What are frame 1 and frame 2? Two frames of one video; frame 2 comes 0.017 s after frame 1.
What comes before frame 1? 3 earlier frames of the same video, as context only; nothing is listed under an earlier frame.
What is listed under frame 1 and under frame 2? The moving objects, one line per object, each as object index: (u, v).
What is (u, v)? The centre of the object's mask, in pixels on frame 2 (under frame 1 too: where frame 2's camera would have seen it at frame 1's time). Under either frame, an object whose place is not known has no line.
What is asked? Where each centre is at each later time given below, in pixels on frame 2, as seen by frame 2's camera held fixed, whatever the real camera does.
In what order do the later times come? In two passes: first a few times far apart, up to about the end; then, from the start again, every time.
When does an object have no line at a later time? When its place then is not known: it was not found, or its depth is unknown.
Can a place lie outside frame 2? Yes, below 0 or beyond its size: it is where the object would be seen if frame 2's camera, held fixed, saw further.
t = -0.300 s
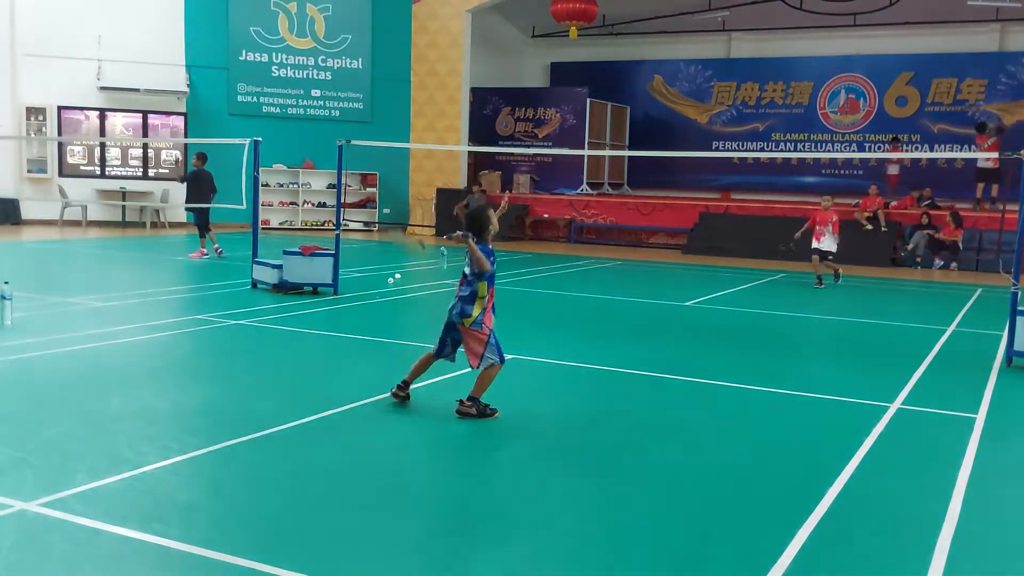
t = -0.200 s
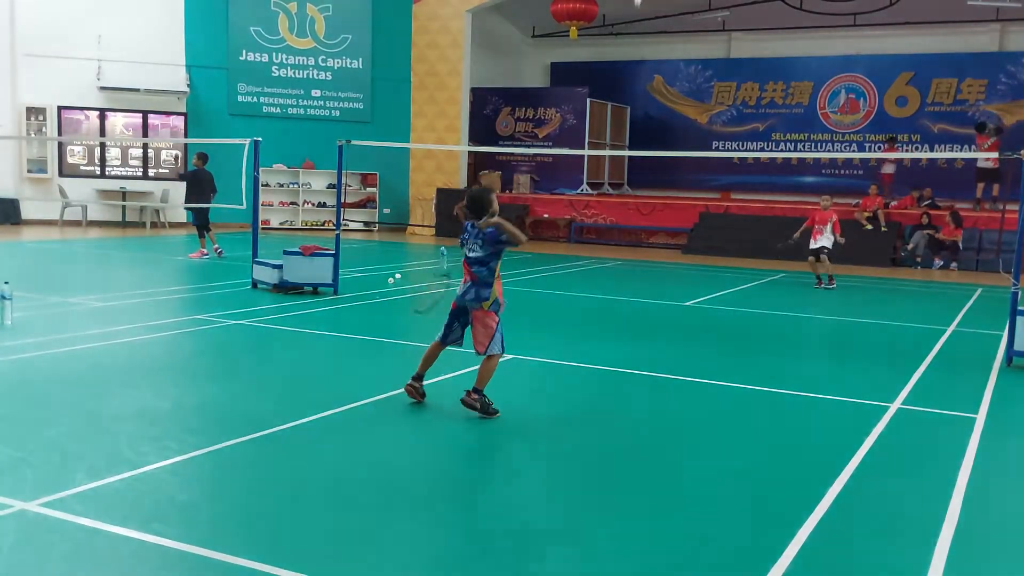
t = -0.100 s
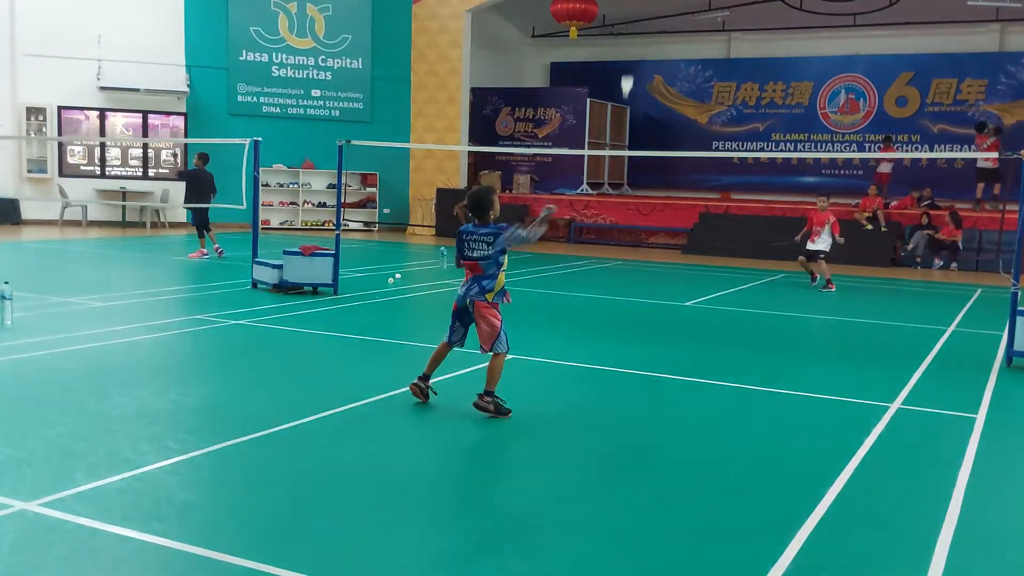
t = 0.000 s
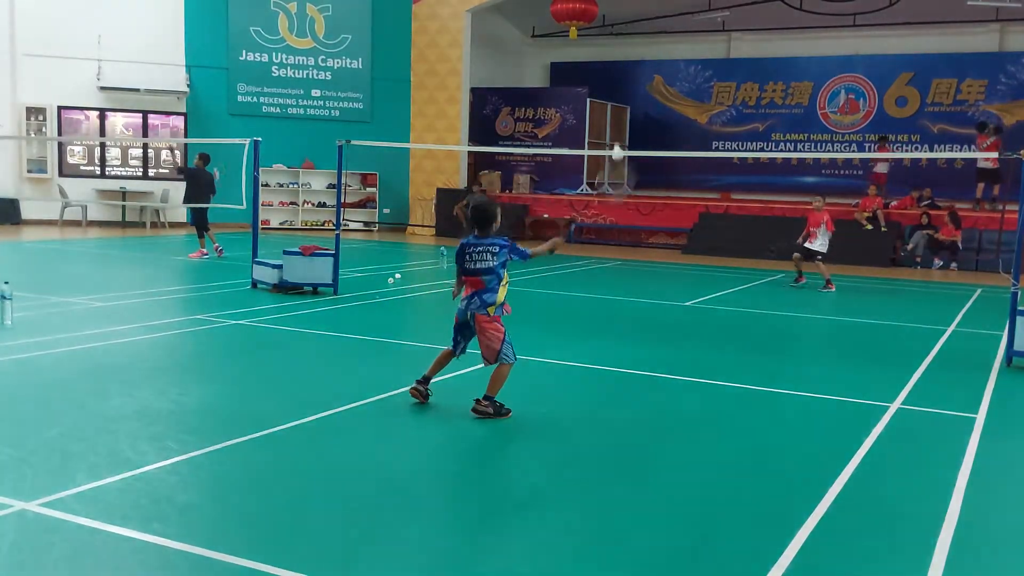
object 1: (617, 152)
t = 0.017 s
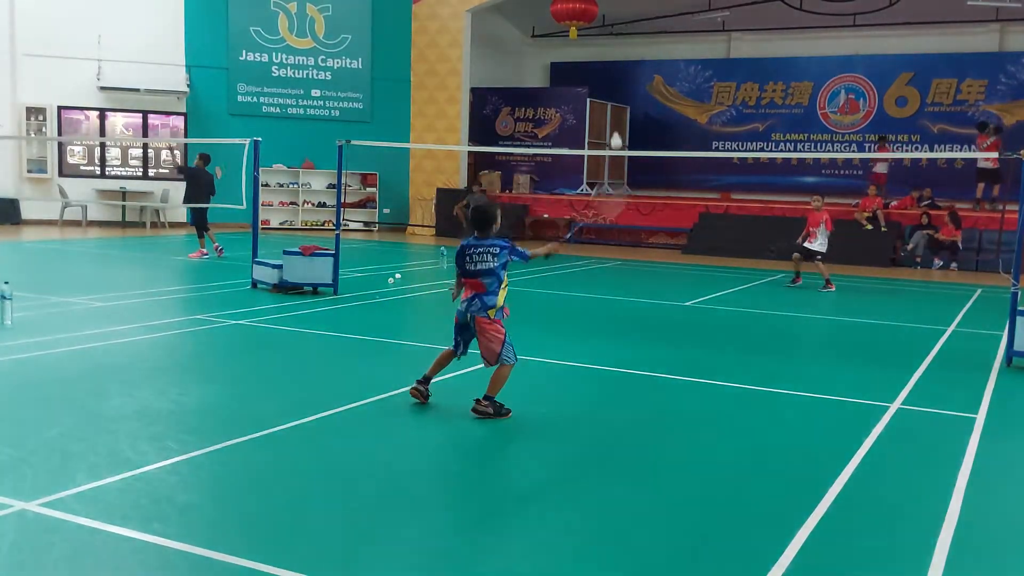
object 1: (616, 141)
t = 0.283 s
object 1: (614, 92)
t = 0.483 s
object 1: (613, 114)
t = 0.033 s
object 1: (616, 128)
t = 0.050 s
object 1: (615, 118)
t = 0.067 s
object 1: (615, 112)
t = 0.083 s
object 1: (615, 108)
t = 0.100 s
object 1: (616, 103)
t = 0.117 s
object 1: (615, 98)
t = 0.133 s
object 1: (614, 96)
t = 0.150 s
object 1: (614, 94)
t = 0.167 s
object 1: (614, 94)
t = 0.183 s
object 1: (614, 92)
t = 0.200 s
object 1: (613, 92)
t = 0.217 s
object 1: (614, 91)
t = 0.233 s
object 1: (613, 91)
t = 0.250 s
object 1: (614, 91)
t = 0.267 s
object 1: (614, 92)
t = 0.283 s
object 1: (614, 92)
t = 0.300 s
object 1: (613, 93)
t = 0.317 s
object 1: (614, 93)
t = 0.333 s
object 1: (613, 94)
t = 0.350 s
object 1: (613, 95)
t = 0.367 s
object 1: (613, 96)
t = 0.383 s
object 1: (613, 98)
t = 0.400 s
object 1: (614, 100)
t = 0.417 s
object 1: (614, 103)
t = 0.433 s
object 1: (613, 106)
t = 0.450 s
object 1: (613, 109)
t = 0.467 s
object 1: (613, 111)
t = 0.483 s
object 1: (613, 114)
